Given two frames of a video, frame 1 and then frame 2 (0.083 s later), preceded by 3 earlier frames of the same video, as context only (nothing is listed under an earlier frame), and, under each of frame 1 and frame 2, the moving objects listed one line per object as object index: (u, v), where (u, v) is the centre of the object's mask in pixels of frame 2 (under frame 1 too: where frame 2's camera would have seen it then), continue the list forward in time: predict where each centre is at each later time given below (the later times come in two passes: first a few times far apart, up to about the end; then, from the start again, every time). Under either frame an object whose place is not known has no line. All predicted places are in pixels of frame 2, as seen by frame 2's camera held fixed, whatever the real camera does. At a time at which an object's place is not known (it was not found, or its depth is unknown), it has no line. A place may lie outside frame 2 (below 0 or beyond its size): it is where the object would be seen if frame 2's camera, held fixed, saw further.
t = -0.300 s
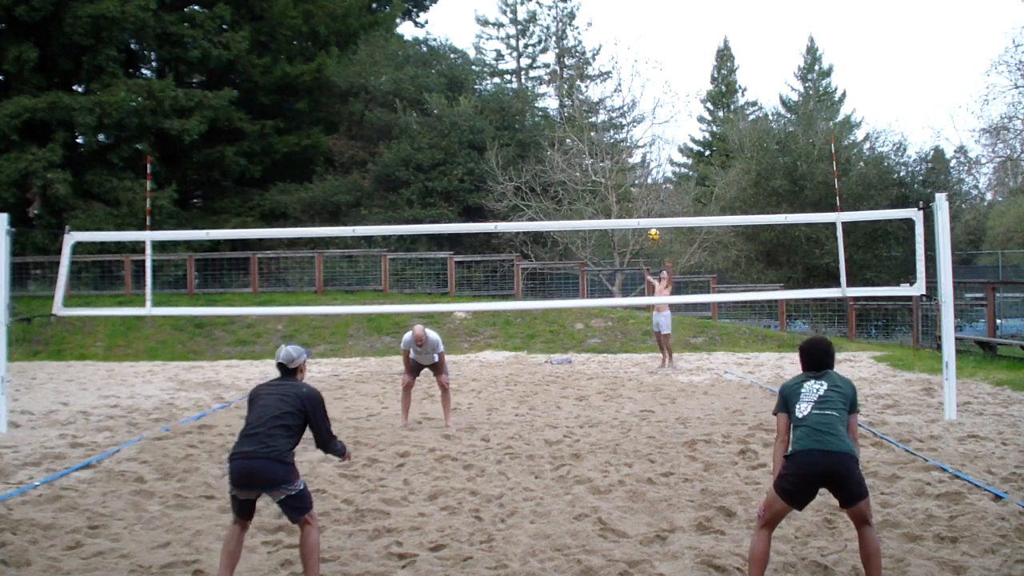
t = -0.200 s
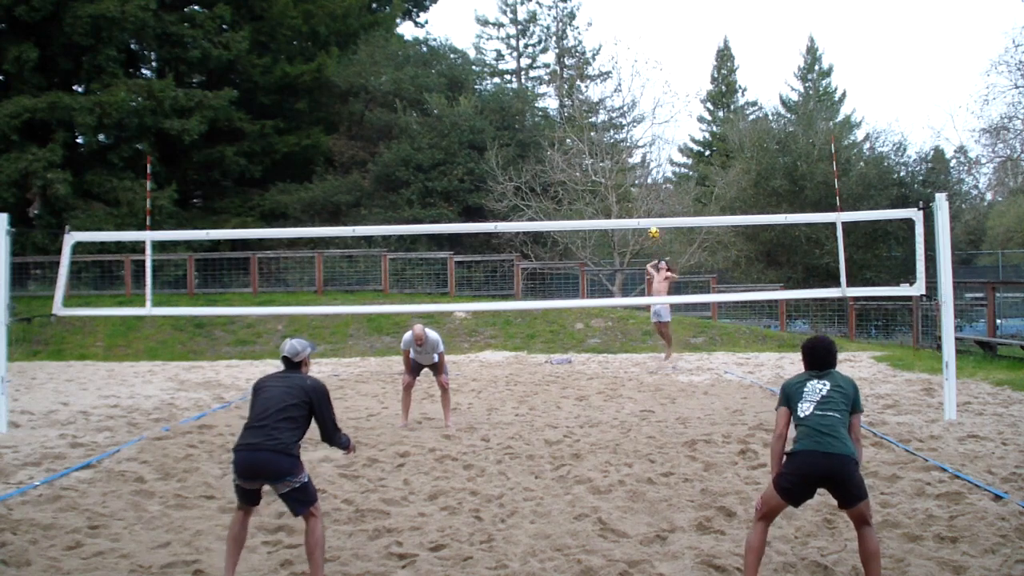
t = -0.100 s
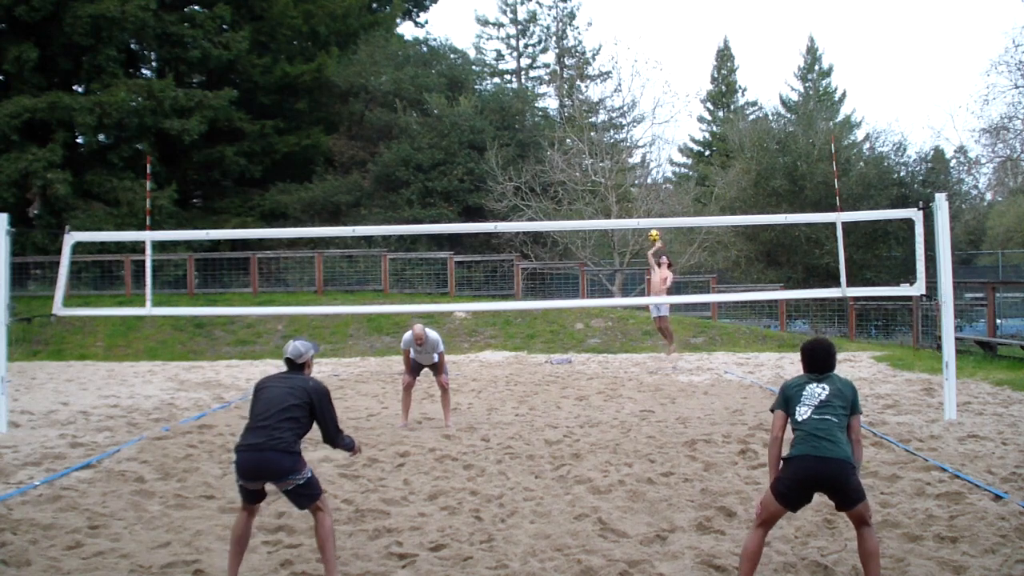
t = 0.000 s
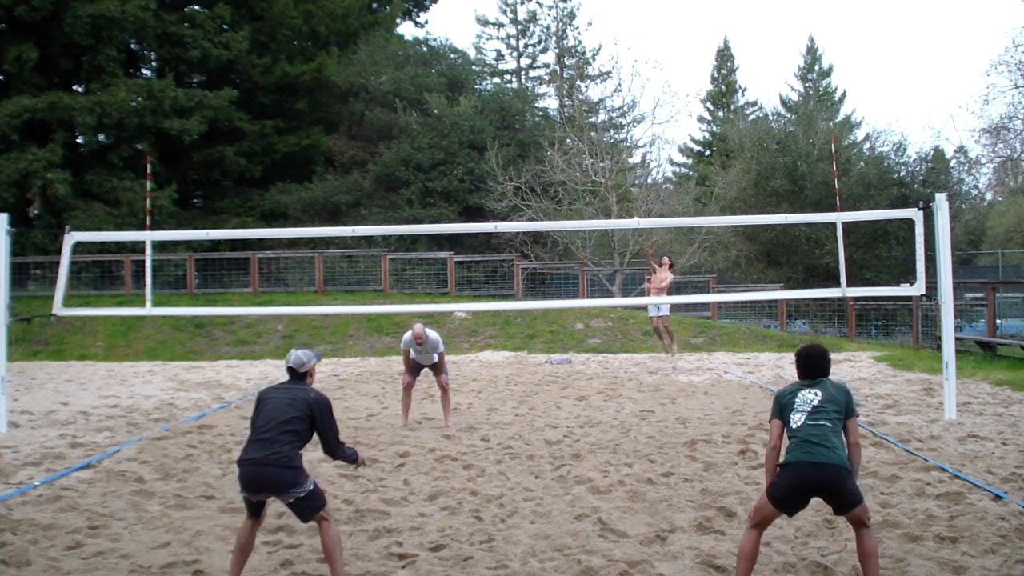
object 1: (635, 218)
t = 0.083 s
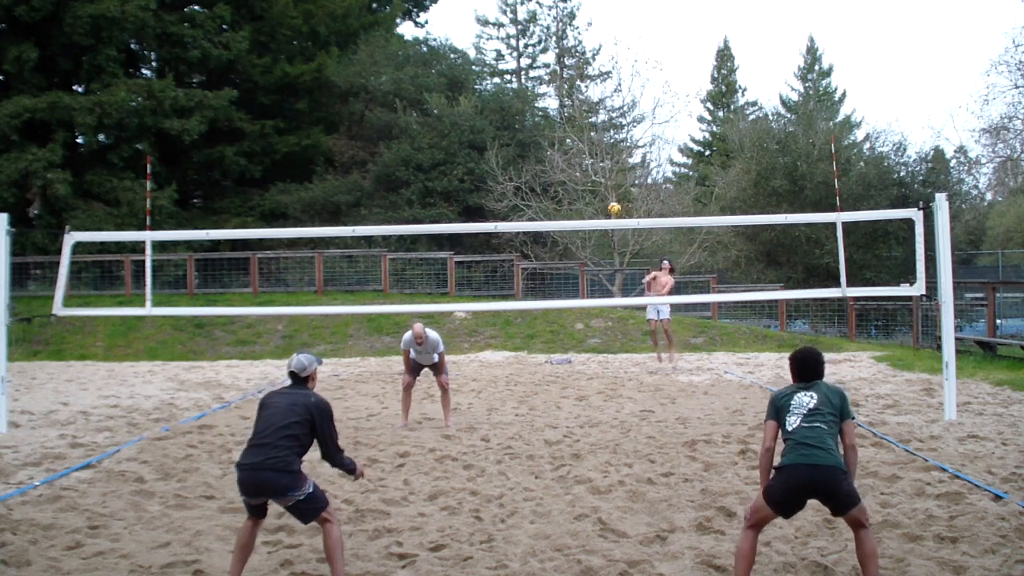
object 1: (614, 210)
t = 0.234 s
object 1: (565, 189)
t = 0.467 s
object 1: (455, 181)
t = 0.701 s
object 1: (292, 237)
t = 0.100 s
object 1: (609, 206)
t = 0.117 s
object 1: (605, 204)
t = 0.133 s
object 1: (599, 201)
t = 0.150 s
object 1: (594, 198)
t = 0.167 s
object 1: (588, 197)
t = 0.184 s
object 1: (582, 194)
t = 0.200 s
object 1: (577, 192)
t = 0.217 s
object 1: (570, 190)
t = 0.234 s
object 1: (565, 189)
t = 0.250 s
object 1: (558, 188)
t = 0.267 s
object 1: (553, 186)
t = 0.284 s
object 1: (545, 184)
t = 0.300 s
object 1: (539, 183)
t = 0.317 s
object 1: (531, 182)
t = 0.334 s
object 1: (524, 180)
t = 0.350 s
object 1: (516, 180)
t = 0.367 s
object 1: (508, 179)
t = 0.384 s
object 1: (500, 178)
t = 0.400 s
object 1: (491, 178)
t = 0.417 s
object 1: (482, 179)
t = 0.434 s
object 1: (474, 179)
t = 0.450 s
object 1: (464, 180)
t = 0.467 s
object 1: (455, 181)
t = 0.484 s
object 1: (445, 182)
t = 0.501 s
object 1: (435, 184)
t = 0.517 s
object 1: (425, 187)
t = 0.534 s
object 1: (414, 189)
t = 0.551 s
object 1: (404, 192)
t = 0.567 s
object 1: (392, 195)
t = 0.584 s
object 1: (381, 199)
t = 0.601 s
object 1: (369, 203)
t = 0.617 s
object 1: (358, 207)
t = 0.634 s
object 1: (345, 213)
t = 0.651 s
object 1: (333, 218)
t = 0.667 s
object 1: (320, 224)
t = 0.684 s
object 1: (306, 231)
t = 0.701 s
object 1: (292, 237)
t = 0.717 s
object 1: (277, 245)
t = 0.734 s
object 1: (262, 251)
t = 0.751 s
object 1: (247, 258)
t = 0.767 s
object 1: (230, 268)
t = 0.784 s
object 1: (214, 276)
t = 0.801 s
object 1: (197, 286)
